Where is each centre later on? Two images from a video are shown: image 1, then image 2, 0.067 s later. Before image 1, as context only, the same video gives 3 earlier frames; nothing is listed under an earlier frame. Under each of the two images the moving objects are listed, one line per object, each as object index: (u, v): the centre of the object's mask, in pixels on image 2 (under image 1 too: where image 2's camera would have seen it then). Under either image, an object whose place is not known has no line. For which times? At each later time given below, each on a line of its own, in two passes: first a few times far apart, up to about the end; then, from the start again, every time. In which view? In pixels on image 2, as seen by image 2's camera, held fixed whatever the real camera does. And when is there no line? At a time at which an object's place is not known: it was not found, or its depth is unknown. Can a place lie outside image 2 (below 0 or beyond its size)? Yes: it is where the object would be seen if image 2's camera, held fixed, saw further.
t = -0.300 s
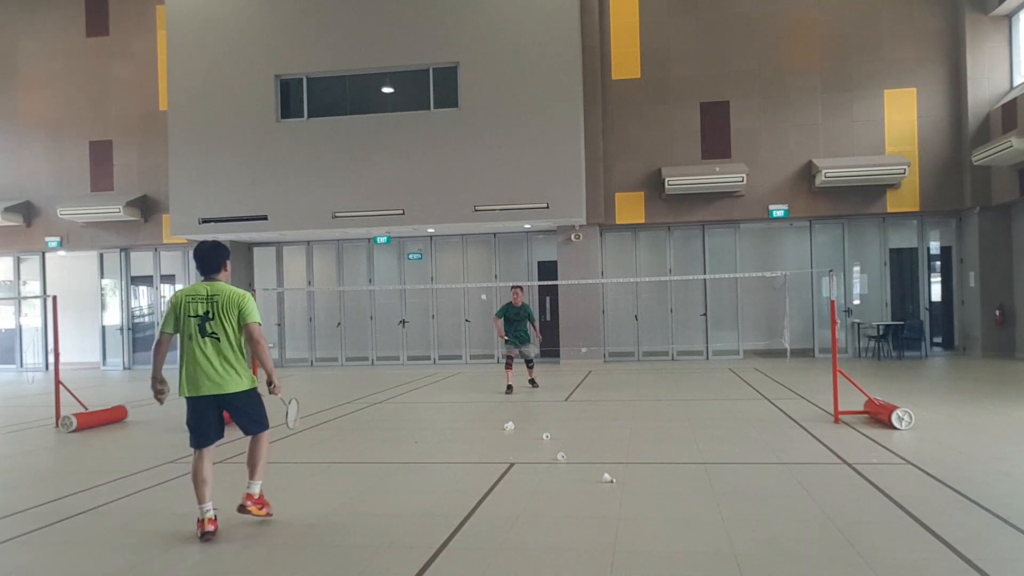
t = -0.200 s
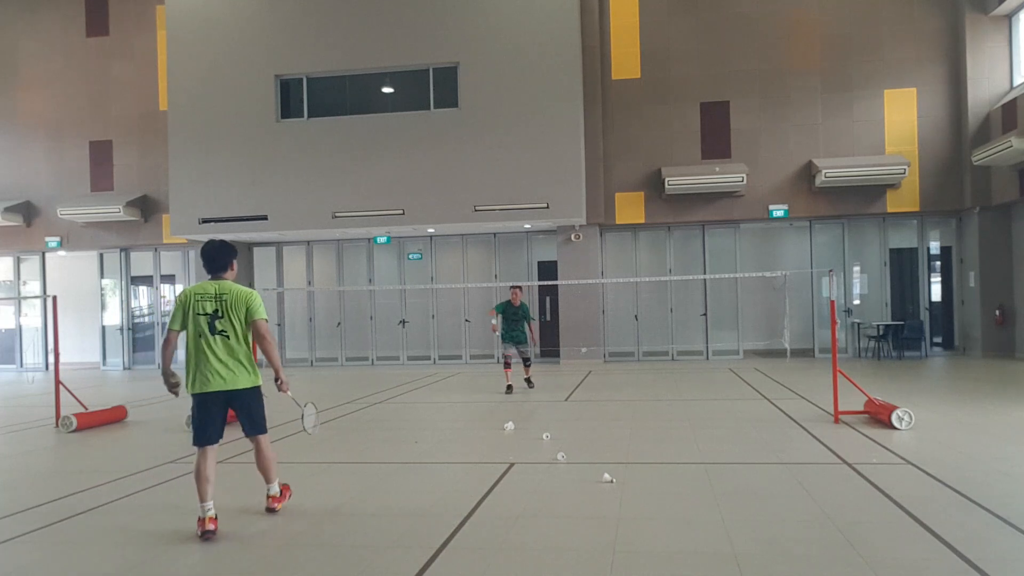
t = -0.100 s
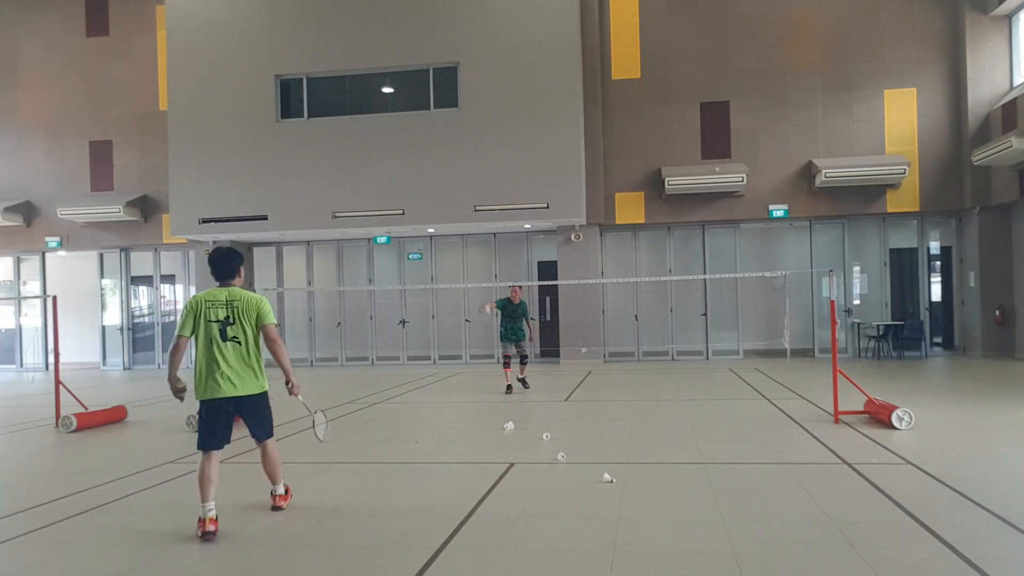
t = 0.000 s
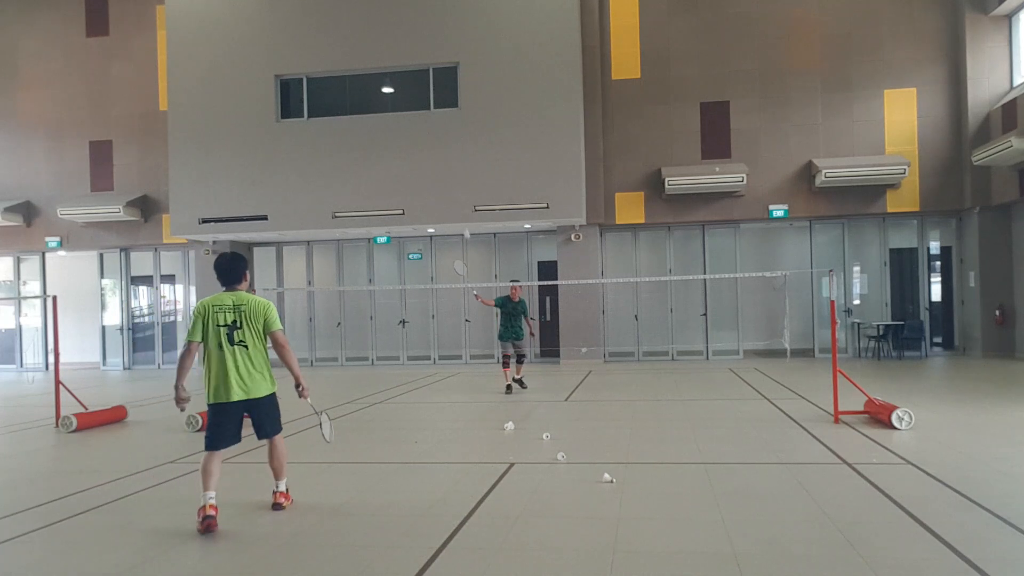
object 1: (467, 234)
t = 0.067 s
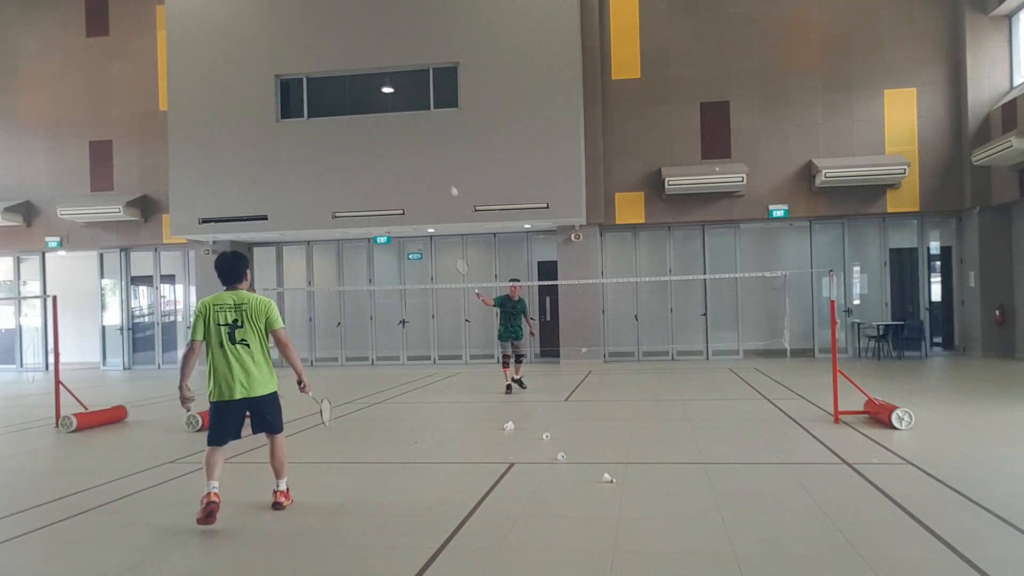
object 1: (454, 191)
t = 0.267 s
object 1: (414, 93)
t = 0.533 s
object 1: (360, 23)
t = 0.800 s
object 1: (299, 43)
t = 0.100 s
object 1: (447, 173)
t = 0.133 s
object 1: (440, 155)
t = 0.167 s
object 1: (433, 137)
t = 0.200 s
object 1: (427, 121)
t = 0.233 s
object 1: (420, 106)
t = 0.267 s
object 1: (414, 93)
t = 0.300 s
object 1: (407, 80)
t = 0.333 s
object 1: (401, 68)
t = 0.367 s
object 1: (394, 57)
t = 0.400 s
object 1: (387, 48)
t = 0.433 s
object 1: (381, 40)
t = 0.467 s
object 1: (374, 33)
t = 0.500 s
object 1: (367, 27)
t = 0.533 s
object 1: (360, 23)
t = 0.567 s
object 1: (353, 20)
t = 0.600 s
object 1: (346, 18)
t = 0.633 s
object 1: (339, 18)
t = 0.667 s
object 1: (331, 19)
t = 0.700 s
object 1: (323, 22)
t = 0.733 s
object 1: (316, 27)
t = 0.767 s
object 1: (307, 34)
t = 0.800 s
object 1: (299, 43)
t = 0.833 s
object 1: (291, 54)
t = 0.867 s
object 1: (283, 67)
